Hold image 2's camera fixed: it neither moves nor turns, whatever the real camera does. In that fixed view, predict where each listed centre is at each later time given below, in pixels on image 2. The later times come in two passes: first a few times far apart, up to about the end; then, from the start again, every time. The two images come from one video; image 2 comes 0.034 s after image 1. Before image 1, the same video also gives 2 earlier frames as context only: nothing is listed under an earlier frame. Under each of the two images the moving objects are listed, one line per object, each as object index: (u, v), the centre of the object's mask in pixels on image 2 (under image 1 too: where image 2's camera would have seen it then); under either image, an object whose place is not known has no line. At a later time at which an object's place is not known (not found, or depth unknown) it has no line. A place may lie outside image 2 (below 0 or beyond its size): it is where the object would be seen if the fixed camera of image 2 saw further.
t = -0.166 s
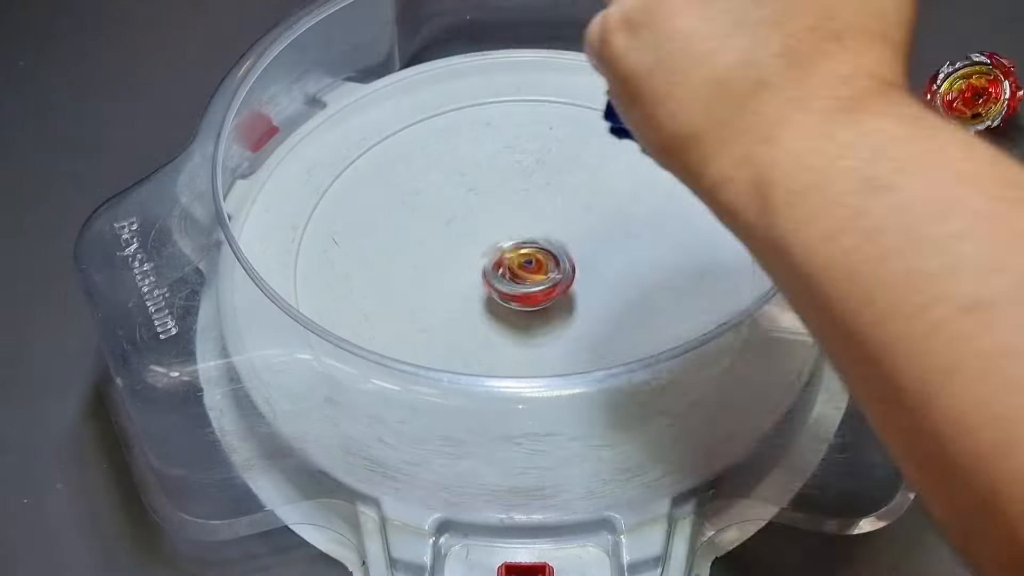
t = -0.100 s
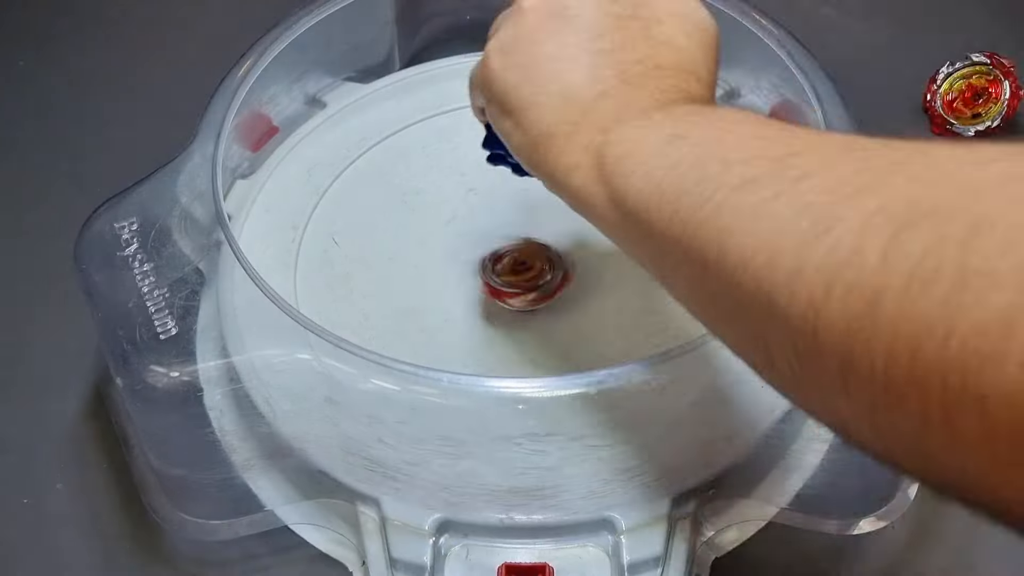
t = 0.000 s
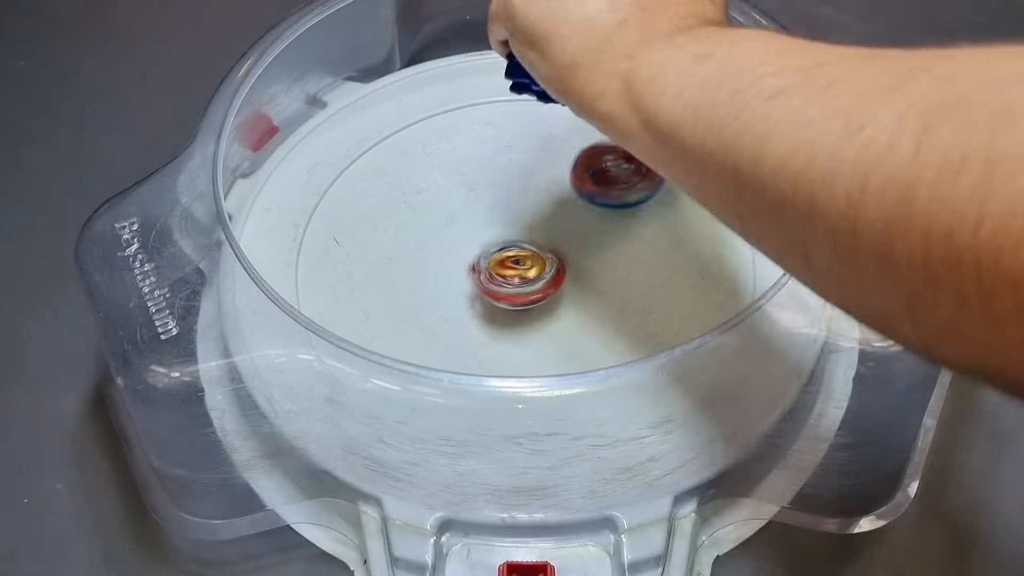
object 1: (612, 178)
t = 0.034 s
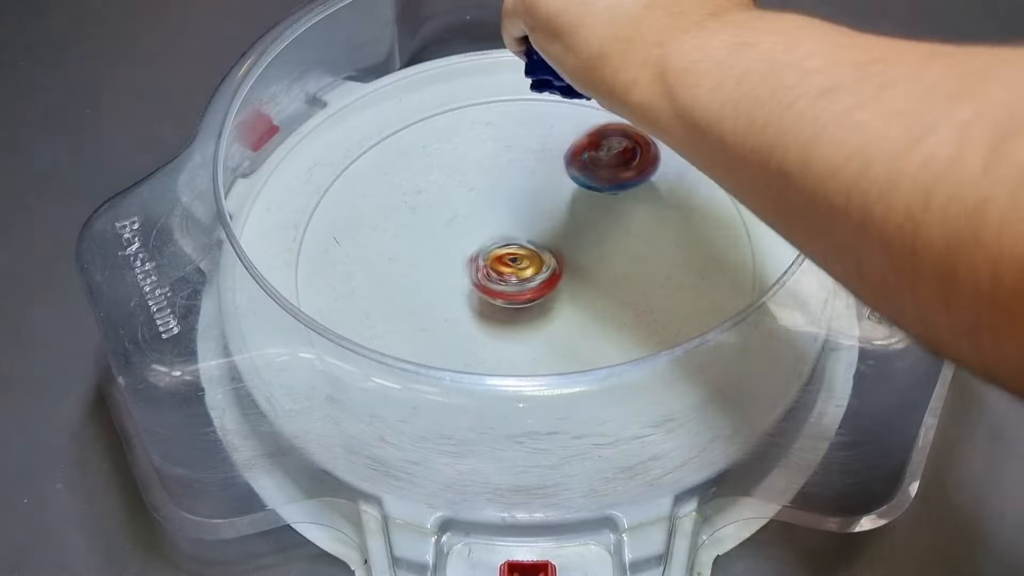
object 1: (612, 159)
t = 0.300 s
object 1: (449, 176)
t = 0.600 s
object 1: (358, 356)
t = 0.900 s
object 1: (674, 273)
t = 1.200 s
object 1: (428, 94)
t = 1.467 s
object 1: (416, 408)
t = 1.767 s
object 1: (669, 109)
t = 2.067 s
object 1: (311, 313)
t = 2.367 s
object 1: (754, 212)
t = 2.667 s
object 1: (335, 155)
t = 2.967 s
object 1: (674, 385)
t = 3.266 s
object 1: (540, 81)
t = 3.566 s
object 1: (355, 382)
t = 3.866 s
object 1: (743, 209)
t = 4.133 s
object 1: (392, 101)
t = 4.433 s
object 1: (475, 424)
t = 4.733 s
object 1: (702, 137)
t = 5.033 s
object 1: (320, 165)
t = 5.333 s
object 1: (592, 417)
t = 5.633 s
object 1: (686, 176)
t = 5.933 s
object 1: (467, 88)
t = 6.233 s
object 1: (400, 250)
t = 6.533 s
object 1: (551, 314)
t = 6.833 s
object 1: (612, 339)
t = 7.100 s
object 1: (497, 323)
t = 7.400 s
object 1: (444, 368)
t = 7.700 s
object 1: (385, 320)
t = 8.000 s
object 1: (379, 283)
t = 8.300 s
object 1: (448, 204)
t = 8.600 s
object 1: (488, 214)
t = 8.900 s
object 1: (456, 234)
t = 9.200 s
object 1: (400, 254)
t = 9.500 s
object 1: (390, 227)
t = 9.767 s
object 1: (447, 199)
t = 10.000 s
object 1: (480, 220)
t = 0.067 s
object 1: (605, 157)
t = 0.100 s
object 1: (596, 171)
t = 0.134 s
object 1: (575, 171)
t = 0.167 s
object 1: (551, 181)
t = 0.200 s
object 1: (522, 185)
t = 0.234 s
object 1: (496, 181)
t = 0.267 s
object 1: (472, 176)
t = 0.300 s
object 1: (449, 176)
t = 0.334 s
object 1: (425, 180)
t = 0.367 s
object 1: (402, 188)
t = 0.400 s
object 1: (380, 201)
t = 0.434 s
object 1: (361, 219)
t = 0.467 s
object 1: (345, 241)
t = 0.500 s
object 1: (334, 268)
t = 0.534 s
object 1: (338, 291)
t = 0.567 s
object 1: (341, 328)
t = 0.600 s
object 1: (358, 356)
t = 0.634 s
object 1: (382, 376)
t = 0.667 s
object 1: (416, 398)
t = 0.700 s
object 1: (453, 419)
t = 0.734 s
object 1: (500, 412)
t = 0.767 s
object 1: (549, 402)
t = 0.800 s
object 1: (595, 381)
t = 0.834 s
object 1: (634, 349)
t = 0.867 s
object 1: (661, 308)
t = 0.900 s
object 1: (674, 273)
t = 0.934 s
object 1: (681, 237)
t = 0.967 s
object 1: (673, 201)
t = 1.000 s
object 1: (657, 169)
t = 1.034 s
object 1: (629, 142)
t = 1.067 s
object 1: (598, 123)
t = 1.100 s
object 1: (559, 106)
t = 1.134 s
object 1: (518, 95)
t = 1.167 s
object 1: (470, 92)
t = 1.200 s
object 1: (428, 94)
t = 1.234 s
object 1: (389, 108)
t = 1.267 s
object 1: (356, 134)
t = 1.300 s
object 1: (324, 171)
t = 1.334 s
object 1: (304, 212)
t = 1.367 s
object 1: (304, 259)
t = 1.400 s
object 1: (314, 317)
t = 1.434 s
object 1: (353, 366)
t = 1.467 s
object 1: (416, 408)
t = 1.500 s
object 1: (494, 427)
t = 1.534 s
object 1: (581, 425)
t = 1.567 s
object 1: (657, 393)
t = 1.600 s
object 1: (714, 351)
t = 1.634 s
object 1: (750, 296)
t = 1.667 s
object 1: (756, 242)
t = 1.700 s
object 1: (747, 189)
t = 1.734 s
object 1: (716, 146)
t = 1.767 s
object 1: (669, 109)
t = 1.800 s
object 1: (617, 89)
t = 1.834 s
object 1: (556, 77)
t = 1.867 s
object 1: (498, 78)
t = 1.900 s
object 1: (439, 91)
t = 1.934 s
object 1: (388, 115)
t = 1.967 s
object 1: (342, 150)
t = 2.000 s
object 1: (313, 197)
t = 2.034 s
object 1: (299, 249)
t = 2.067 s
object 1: (311, 313)
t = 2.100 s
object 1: (347, 363)
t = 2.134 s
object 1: (409, 404)
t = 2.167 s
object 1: (483, 429)
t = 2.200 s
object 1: (566, 431)
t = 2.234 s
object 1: (644, 402)
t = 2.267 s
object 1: (703, 363)
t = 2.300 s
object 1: (742, 313)
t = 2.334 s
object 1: (752, 255)
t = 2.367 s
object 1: (754, 212)
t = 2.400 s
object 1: (731, 168)
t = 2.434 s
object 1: (693, 129)
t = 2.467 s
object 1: (650, 104)
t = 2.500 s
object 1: (597, 86)
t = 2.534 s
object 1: (542, 81)
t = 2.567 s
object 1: (485, 82)
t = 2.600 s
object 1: (432, 96)
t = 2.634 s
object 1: (380, 122)
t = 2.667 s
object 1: (335, 155)
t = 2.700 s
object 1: (309, 197)
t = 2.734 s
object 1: (298, 248)
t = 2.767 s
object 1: (302, 303)
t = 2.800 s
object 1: (332, 354)
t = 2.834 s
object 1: (384, 394)
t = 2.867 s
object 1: (454, 426)
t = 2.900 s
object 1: (533, 432)
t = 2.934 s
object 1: (611, 419)
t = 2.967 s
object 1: (674, 385)
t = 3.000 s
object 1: (721, 343)
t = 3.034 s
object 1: (747, 296)
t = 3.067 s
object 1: (749, 246)
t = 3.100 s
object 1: (744, 202)
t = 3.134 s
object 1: (721, 162)
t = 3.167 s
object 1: (687, 129)
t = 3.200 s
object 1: (645, 104)
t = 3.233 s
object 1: (595, 88)
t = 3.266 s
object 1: (540, 81)
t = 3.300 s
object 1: (482, 84)
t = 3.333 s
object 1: (428, 96)
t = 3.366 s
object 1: (377, 119)
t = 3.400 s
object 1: (336, 151)
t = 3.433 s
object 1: (305, 190)
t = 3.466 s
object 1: (292, 235)
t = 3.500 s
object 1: (291, 287)
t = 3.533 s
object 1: (314, 338)
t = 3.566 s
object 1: (355, 382)
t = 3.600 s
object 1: (414, 416)
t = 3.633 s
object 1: (485, 430)
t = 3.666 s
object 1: (557, 430)
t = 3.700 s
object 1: (626, 413)
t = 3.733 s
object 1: (677, 379)
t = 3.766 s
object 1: (716, 341)
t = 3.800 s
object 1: (742, 295)
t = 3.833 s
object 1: (747, 251)
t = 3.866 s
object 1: (743, 209)
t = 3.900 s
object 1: (720, 171)
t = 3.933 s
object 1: (689, 136)
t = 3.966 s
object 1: (649, 107)
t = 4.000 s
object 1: (600, 87)
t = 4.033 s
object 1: (548, 77)
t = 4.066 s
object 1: (495, 74)
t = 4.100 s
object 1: (442, 84)
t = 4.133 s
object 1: (392, 101)
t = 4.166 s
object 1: (349, 128)
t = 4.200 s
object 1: (317, 162)
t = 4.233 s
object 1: (296, 204)
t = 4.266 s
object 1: (292, 247)
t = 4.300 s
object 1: (297, 298)
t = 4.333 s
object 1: (323, 340)
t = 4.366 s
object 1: (360, 378)
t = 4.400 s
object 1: (412, 411)
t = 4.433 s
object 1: (475, 424)
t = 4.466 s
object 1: (538, 425)
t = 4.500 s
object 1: (601, 416)
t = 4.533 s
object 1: (655, 384)
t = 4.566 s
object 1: (701, 350)
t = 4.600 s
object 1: (720, 294)
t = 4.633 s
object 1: (744, 259)
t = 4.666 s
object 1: (746, 215)
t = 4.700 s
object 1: (730, 172)
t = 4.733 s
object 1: (702, 137)
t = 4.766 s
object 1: (666, 108)
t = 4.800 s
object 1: (623, 85)
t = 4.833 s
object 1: (574, 74)
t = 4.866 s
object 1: (526, 68)
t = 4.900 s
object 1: (477, 72)
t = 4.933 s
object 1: (426, 86)
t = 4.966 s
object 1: (385, 106)
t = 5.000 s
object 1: (349, 132)
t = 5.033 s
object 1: (320, 165)
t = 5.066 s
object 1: (304, 202)
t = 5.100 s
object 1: (299, 239)
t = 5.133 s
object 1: (311, 277)
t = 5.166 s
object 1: (324, 320)
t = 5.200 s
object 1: (354, 358)
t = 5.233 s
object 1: (395, 397)
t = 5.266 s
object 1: (456, 419)
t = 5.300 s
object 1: (523, 423)
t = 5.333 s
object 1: (592, 417)
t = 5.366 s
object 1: (642, 389)
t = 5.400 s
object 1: (687, 365)
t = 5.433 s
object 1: (716, 331)
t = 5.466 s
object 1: (718, 293)
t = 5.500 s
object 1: (729, 270)
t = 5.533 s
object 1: (728, 248)
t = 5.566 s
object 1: (718, 221)
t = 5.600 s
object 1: (702, 199)
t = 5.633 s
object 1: (686, 176)
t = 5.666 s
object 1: (665, 157)
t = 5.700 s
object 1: (645, 140)
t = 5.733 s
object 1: (621, 124)
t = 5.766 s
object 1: (598, 111)
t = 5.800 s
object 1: (571, 99)
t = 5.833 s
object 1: (547, 89)
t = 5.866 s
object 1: (519, 83)
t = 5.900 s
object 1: (494, 79)
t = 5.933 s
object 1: (467, 88)
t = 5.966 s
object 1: (443, 101)
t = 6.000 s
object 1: (419, 115)
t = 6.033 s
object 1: (402, 129)
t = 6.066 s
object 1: (388, 146)
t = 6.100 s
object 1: (382, 165)
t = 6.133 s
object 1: (377, 187)
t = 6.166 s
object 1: (380, 207)
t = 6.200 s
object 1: (386, 230)
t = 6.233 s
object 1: (400, 250)
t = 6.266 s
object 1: (417, 270)
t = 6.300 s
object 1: (436, 285)
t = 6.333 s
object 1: (450, 299)
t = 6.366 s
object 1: (466, 308)
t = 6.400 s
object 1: (485, 315)
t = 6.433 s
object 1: (499, 318)
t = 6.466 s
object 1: (515, 319)
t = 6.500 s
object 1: (532, 319)
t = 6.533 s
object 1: (551, 314)
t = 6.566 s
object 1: (553, 334)
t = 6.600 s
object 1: (556, 357)
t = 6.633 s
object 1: (561, 371)
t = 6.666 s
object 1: (569, 373)
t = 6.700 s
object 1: (582, 389)
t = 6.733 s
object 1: (586, 389)
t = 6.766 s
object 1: (597, 368)
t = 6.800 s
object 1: (609, 366)
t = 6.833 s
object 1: (612, 339)
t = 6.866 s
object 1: (613, 332)
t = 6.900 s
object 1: (614, 322)
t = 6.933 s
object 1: (607, 309)
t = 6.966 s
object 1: (595, 295)
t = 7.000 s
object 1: (579, 281)
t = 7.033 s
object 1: (560, 267)
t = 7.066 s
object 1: (529, 297)
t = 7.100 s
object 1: (497, 323)
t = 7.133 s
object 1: (469, 341)
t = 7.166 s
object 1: (444, 362)
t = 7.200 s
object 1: (427, 378)
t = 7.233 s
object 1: (419, 388)
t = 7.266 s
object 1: (404, 399)
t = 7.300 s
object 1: (407, 396)
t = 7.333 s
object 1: (422, 386)
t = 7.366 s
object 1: (433, 379)
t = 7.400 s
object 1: (444, 368)
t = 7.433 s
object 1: (462, 350)
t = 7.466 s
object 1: (468, 347)
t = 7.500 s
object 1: (473, 342)
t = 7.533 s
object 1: (476, 334)
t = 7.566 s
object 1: (478, 323)
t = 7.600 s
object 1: (476, 311)
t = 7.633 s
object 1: (456, 312)
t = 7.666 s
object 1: (418, 322)
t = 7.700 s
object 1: (385, 320)
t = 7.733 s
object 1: (356, 324)
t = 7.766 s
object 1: (344, 321)
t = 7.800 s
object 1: (333, 318)
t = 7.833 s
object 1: (341, 307)
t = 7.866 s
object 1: (347, 305)
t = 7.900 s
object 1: (351, 301)
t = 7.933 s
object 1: (355, 298)
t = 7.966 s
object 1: (369, 292)
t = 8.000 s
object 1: (379, 283)
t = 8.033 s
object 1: (391, 274)
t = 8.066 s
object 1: (406, 265)
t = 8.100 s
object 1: (418, 255)
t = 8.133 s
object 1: (432, 248)
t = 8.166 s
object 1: (445, 239)
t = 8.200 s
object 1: (455, 231)
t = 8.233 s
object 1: (467, 227)
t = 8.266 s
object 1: (464, 220)
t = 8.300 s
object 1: (448, 204)
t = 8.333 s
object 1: (435, 194)
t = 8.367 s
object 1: (428, 190)
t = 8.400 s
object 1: (426, 186)
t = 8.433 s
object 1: (429, 185)
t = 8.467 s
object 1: (438, 187)
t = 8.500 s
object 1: (450, 192)
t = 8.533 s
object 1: (462, 199)
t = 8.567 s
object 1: (475, 207)
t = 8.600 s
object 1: (488, 214)
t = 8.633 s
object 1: (501, 220)
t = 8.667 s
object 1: (488, 215)
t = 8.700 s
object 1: (476, 211)
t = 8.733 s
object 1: (467, 208)
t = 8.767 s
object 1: (462, 207)
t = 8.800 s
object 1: (458, 214)
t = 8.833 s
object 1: (456, 221)
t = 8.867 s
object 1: (458, 227)
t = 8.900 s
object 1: (456, 234)
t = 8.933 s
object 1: (460, 242)
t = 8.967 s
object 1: (464, 248)
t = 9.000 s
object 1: (465, 253)
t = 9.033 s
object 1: (473, 262)
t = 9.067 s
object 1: (477, 267)
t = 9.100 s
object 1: (479, 272)
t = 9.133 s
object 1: (455, 270)
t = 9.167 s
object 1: (422, 261)
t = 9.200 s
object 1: (400, 254)
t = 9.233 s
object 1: (383, 247)
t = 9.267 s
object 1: (375, 245)
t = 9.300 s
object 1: (372, 240)
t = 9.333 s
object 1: (372, 240)
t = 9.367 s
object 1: (372, 237)
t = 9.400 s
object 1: (372, 236)
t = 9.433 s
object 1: (375, 231)
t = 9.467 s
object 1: (382, 231)
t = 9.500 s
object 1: (390, 227)
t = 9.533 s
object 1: (400, 228)
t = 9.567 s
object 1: (410, 228)
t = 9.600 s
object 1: (422, 231)
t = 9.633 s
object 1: (433, 233)
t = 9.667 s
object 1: (446, 238)
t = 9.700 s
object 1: (445, 218)
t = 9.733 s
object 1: (446, 206)
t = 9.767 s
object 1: (447, 199)
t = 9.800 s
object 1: (449, 192)
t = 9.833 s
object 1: (453, 190)
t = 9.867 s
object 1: (465, 191)
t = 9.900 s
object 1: (473, 198)
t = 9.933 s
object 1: (477, 206)
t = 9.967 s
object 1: (478, 213)
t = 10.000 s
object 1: (480, 220)
